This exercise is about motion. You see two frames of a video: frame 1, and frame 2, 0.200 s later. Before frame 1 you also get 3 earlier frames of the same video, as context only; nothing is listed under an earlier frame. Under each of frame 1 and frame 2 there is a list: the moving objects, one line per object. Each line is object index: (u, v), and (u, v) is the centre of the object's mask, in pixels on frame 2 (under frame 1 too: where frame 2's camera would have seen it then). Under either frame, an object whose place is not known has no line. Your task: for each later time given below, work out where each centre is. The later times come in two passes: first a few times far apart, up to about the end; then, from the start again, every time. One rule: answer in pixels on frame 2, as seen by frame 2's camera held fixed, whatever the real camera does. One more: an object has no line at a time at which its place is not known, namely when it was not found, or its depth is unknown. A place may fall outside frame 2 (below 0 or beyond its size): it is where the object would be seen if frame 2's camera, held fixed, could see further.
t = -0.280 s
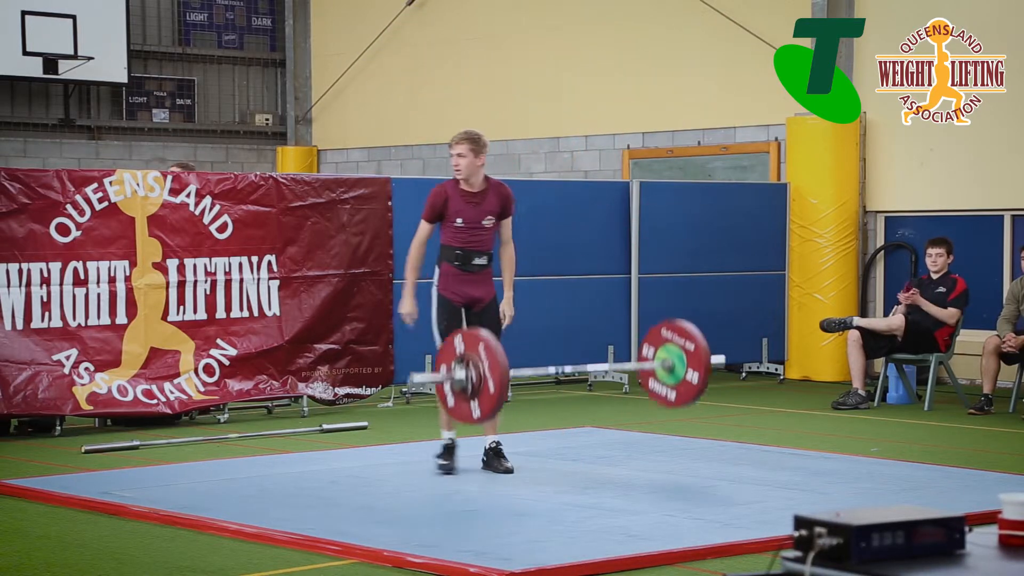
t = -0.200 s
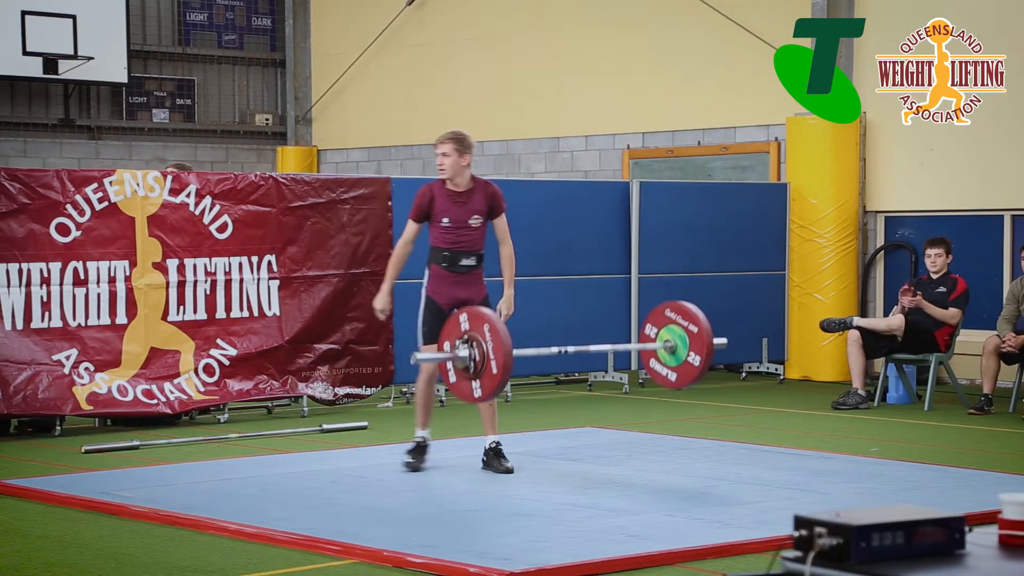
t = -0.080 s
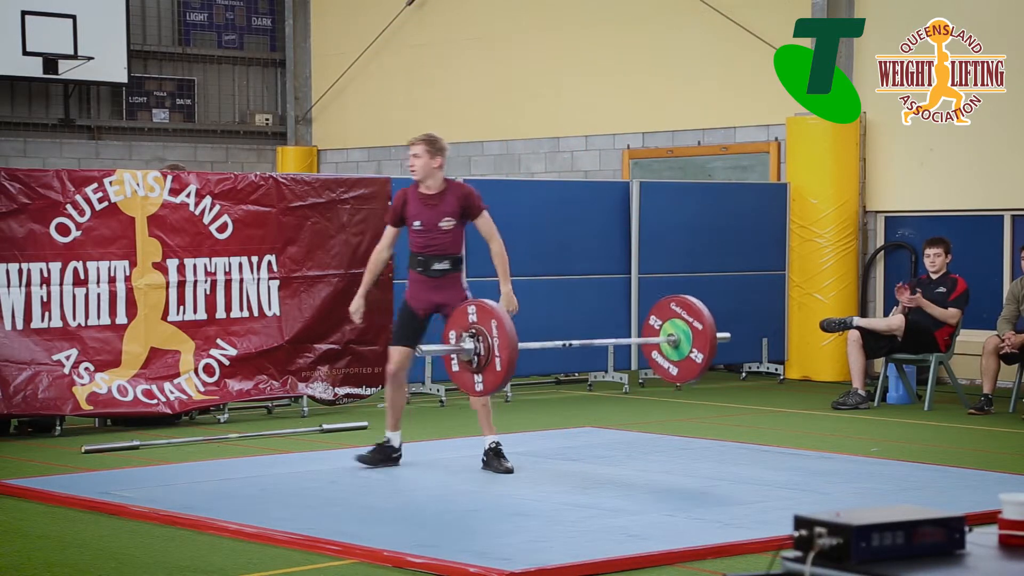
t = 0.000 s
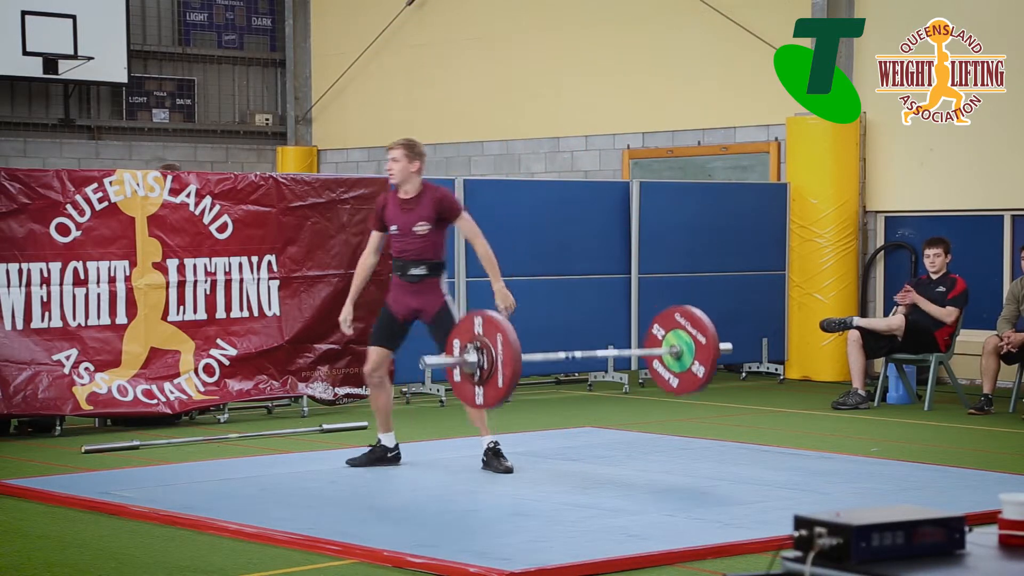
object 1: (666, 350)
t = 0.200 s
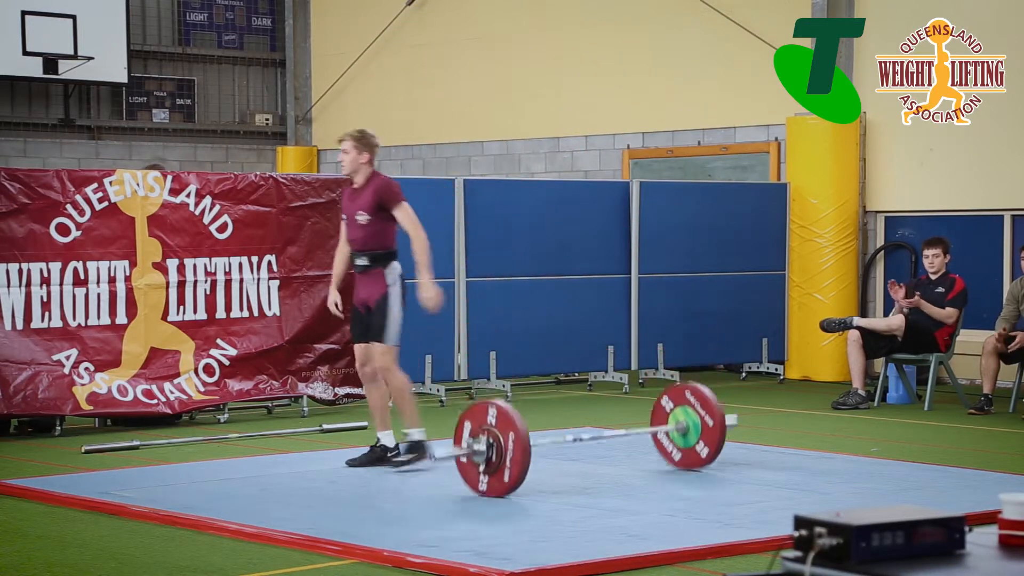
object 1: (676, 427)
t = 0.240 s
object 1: (674, 416)
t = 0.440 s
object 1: (677, 406)
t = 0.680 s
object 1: (684, 420)
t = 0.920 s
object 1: (688, 427)
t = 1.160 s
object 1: (689, 427)
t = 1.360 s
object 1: (689, 427)
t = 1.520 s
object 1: (691, 426)
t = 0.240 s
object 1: (674, 416)
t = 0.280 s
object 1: (675, 408)
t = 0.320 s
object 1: (677, 403)
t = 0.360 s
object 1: (678, 401)
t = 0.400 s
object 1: (678, 402)
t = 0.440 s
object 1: (677, 406)
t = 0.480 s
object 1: (678, 413)
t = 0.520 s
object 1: (680, 423)
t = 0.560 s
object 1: (682, 426)
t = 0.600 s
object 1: (682, 421)
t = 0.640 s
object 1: (683, 419)
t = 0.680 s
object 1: (684, 420)
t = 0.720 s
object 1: (686, 424)
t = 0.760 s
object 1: (686, 428)
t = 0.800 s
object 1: (687, 425)
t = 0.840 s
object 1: (688, 425)
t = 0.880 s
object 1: (688, 428)
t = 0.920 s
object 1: (688, 427)
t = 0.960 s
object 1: (689, 428)
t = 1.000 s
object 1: (689, 427)
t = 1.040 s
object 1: (689, 427)
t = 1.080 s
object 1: (689, 427)
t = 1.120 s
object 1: (689, 427)
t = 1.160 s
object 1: (689, 427)
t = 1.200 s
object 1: (690, 427)
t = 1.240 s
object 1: (690, 427)
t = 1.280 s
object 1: (690, 427)
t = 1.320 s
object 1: (690, 427)
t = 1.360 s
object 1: (689, 427)
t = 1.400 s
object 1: (689, 427)
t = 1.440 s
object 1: (689, 427)
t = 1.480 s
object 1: (690, 427)
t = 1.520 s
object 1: (691, 426)
